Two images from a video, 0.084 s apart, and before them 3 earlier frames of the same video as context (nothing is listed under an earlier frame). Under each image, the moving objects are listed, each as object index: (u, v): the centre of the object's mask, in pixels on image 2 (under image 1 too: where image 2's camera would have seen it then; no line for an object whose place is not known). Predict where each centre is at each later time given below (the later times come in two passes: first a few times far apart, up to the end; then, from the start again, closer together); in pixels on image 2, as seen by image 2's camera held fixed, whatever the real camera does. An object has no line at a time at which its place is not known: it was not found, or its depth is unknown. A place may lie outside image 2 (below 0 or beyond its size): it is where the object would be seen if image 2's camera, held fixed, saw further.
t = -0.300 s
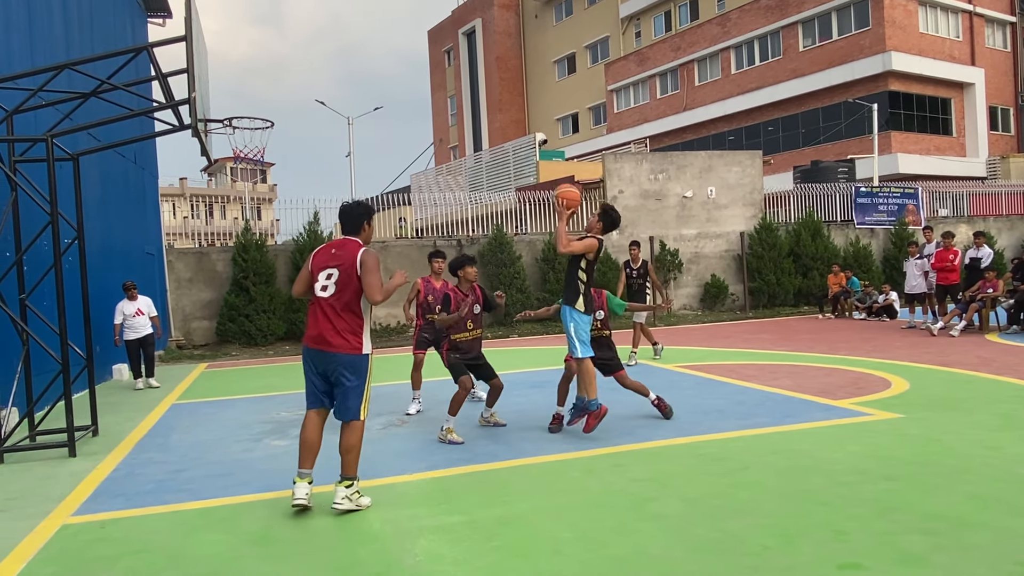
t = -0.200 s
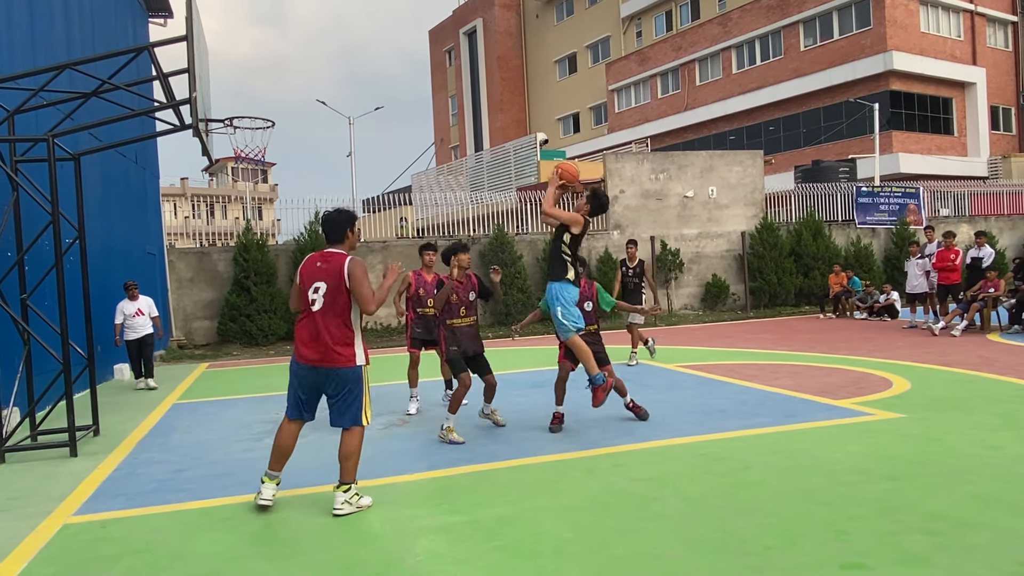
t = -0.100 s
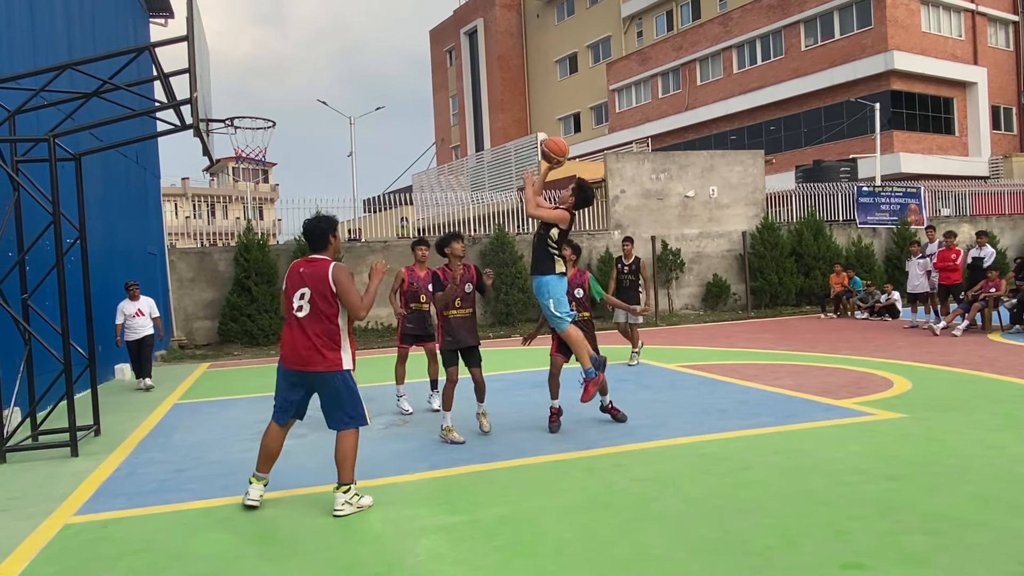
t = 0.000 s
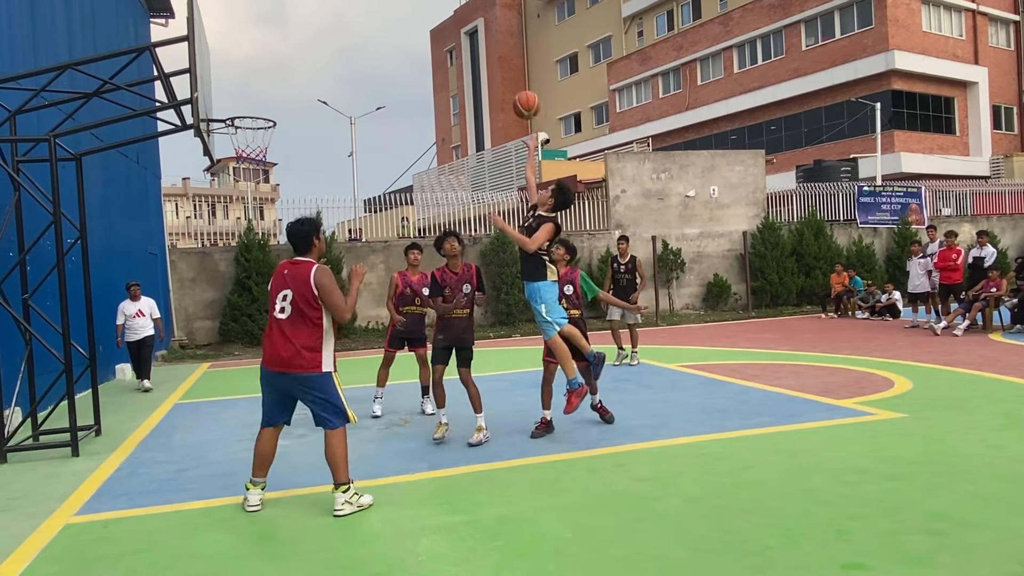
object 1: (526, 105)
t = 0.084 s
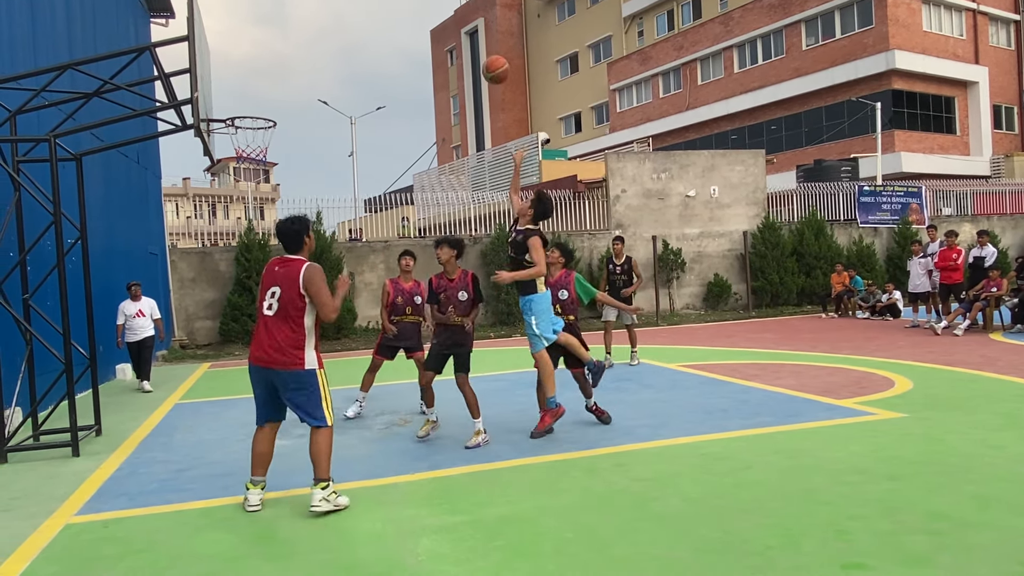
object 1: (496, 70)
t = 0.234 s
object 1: (443, 29)
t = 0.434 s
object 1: (380, 15)
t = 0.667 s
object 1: (316, 50)
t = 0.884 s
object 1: (272, 116)
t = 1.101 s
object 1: (286, 116)
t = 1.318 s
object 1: (300, 155)
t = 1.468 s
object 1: (311, 200)
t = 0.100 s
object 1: (490, 64)
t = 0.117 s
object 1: (484, 58)
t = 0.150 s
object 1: (472, 48)
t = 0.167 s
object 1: (466, 43)
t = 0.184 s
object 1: (460, 40)
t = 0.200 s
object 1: (454, 36)
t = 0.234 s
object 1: (443, 29)
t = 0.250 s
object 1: (437, 26)
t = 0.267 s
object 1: (431, 23)
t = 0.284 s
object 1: (426, 21)
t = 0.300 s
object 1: (421, 19)
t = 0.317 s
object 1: (416, 18)
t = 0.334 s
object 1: (411, 16)
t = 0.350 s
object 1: (405, 15)
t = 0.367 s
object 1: (400, 15)
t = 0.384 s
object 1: (395, 14)
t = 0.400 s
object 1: (390, 14)
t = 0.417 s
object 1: (385, 15)
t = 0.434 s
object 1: (380, 15)
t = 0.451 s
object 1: (375, 16)
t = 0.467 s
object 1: (370, 17)
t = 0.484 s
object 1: (365, 18)
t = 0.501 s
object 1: (361, 20)
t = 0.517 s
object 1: (356, 22)
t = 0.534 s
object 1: (351, 24)
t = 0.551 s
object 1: (347, 26)
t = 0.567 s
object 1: (342, 29)
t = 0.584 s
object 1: (338, 32)
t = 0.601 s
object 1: (333, 35)
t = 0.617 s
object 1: (329, 38)
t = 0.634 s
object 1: (324, 42)
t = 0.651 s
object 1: (320, 46)
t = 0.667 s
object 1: (316, 50)
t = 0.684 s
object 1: (312, 55)
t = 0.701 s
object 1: (308, 60)
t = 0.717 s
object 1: (304, 65)
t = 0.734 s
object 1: (300, 70)
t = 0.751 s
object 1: (296, 75)
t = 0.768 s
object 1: (292, 81)
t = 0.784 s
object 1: (288, 87)
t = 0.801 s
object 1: (285, 93)
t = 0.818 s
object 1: (281, 99)
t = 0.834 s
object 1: (277, 106)
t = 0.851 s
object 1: (274, 113)
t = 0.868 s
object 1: (271, 118)
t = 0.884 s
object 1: (272, 116)
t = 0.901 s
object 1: (273, 115)
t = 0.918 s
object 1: (274, 113)
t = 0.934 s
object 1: (276, 112)
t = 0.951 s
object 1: (276, 111)
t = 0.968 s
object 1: (277, 111)
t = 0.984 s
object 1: (278, 111)
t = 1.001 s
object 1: (280, 111)
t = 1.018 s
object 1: (280, 111)
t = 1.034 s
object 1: (282, 112)
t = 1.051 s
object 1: (283, 112)
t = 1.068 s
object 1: (284, 113)
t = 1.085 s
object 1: (285, 115)
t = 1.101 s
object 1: (286, 116)
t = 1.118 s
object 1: (287, 118)
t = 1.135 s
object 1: (288, 120)
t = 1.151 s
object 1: (289, 122)
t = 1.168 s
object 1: (290, 124)
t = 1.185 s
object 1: (292, 127)
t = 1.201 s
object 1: (293, 129)
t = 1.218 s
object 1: (294, 132)
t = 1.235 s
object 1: (295, 136)
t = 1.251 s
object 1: (296, 139)
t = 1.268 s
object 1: (297, 143)
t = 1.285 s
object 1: (298, 146)
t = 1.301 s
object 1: (299, 150)
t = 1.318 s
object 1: (300, 155)
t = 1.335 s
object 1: (302, 159)
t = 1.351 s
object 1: (303, 164)
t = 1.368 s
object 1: (304, 168)
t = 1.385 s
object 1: (305, 173)
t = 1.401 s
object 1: (306, 178)
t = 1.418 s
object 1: (307, 183)
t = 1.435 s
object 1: (309, 189)
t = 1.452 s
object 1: (310, 194)
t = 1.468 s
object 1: (311, 200)
